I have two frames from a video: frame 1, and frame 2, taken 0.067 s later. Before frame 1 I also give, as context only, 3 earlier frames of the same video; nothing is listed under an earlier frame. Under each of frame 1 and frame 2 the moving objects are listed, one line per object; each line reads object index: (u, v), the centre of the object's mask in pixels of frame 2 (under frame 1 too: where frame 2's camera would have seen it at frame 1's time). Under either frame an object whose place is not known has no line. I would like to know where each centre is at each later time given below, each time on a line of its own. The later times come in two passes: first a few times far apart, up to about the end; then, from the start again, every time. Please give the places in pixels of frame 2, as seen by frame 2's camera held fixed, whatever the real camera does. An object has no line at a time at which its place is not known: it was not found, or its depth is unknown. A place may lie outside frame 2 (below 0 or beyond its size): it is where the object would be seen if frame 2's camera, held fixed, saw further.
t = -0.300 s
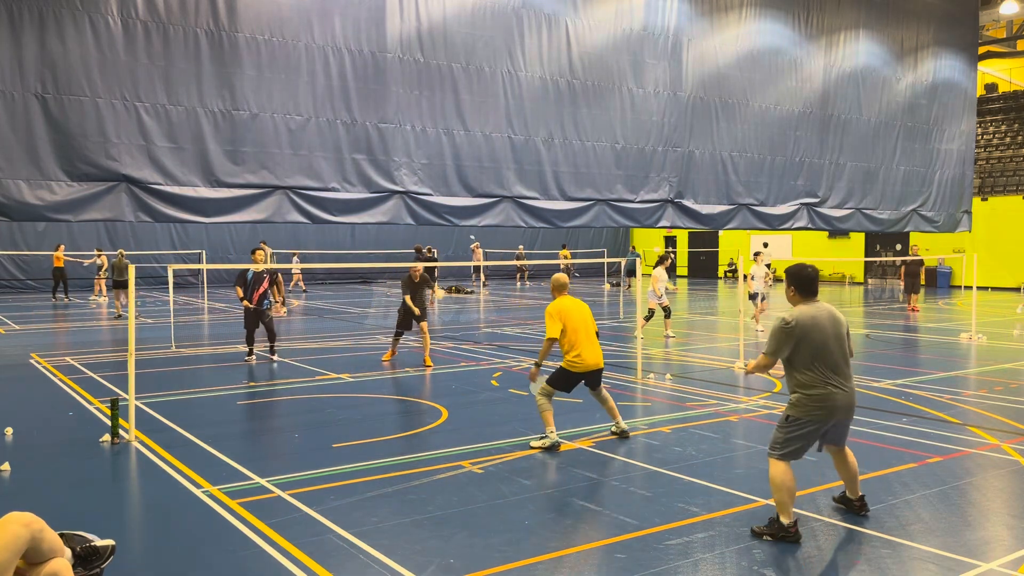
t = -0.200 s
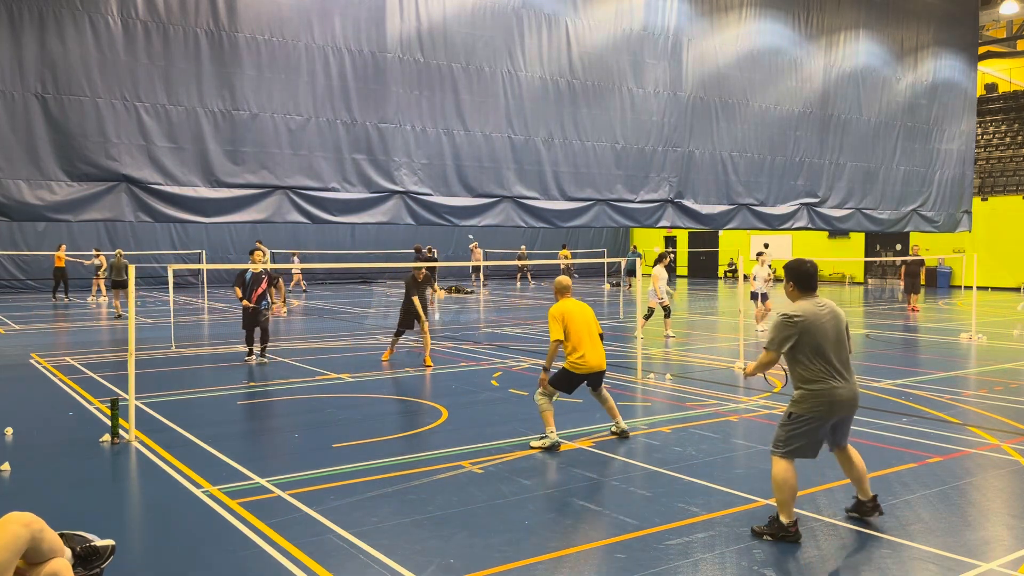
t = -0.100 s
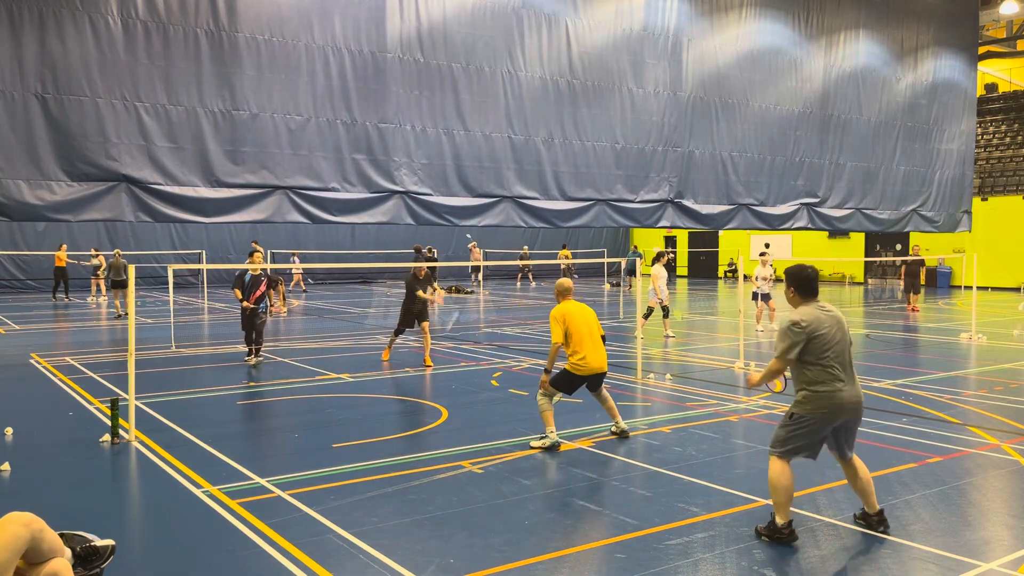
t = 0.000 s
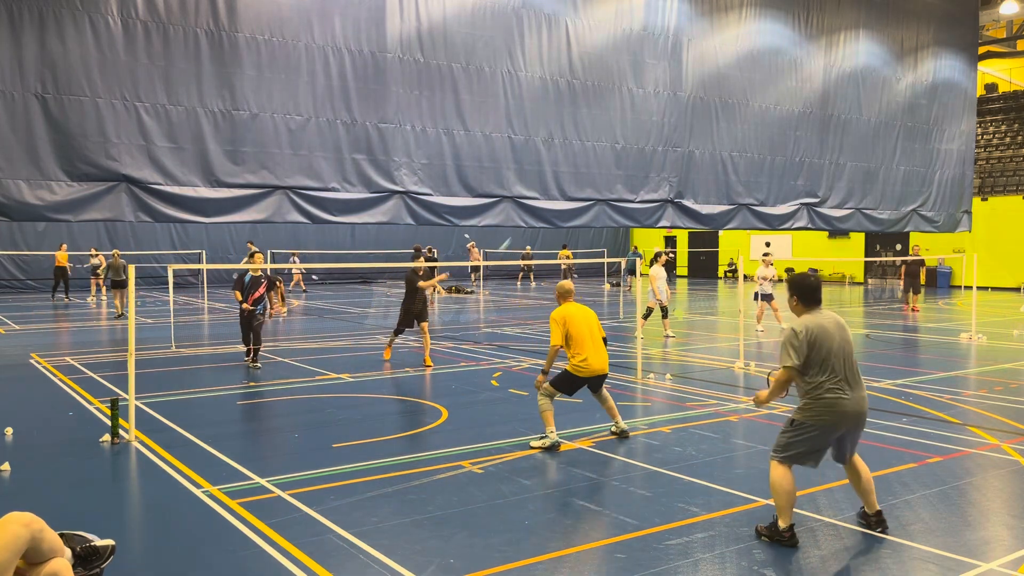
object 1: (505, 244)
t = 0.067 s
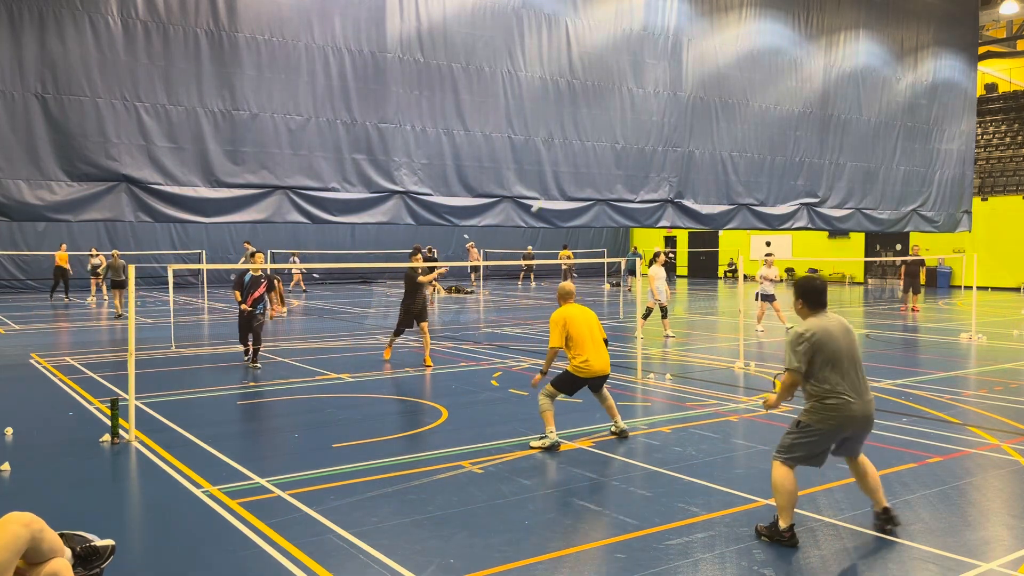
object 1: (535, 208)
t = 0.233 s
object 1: (613, 133)
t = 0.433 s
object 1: (696, 85)
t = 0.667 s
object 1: (790, 84)
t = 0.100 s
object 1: (553, 189)
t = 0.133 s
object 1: (569, 173)
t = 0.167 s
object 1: (583, 159)
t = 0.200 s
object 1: (599, 145)
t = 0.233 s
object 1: (613, 133)
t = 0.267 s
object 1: (627, 122)
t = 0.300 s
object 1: (641, 112)
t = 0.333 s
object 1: (655, 104)
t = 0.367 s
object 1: (669, 96)
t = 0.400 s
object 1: (683, 90)
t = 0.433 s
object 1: (696, 85)
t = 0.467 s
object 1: (710, 81)
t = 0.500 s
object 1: (723, 78)
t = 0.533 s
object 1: (737, 77)
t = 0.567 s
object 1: (750, 77)
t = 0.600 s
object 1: (763, 78)
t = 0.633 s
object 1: (777, 80)
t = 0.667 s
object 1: (790, 84)
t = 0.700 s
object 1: (803, 89)
